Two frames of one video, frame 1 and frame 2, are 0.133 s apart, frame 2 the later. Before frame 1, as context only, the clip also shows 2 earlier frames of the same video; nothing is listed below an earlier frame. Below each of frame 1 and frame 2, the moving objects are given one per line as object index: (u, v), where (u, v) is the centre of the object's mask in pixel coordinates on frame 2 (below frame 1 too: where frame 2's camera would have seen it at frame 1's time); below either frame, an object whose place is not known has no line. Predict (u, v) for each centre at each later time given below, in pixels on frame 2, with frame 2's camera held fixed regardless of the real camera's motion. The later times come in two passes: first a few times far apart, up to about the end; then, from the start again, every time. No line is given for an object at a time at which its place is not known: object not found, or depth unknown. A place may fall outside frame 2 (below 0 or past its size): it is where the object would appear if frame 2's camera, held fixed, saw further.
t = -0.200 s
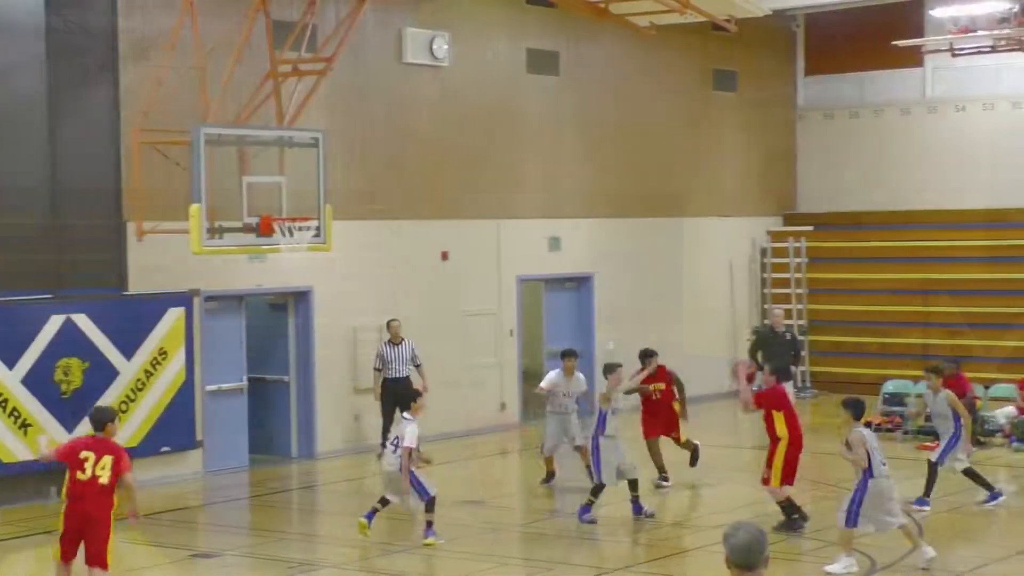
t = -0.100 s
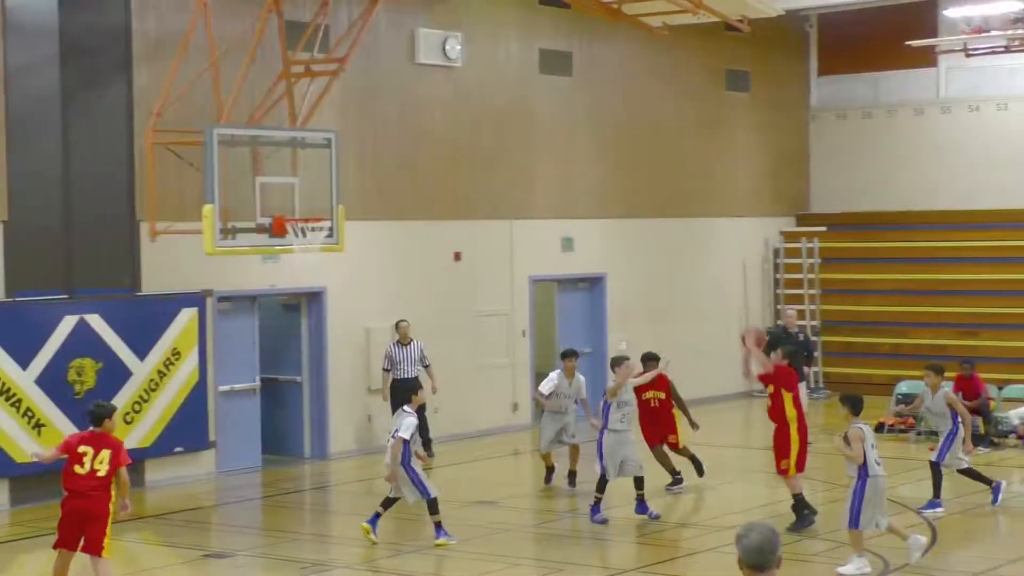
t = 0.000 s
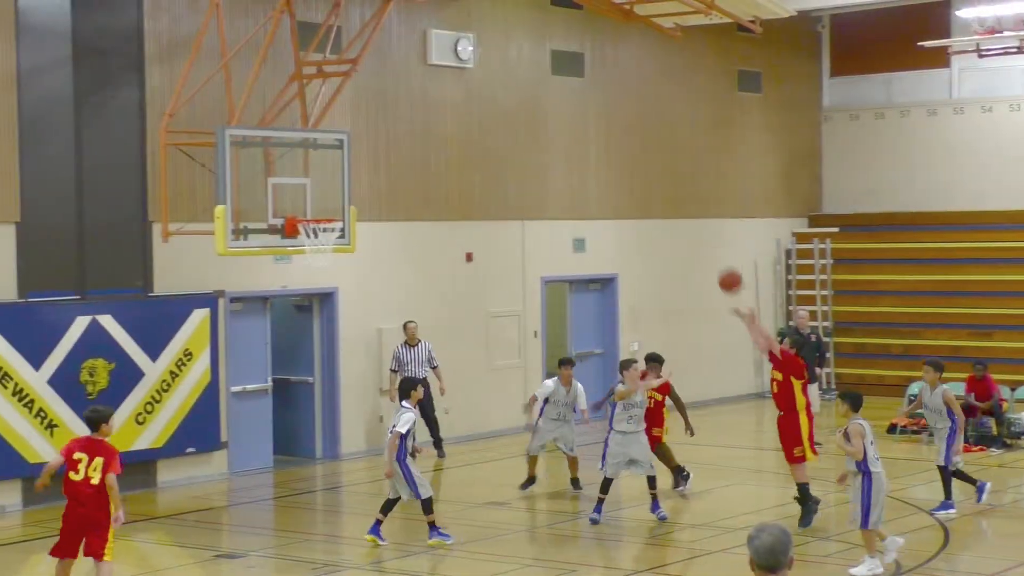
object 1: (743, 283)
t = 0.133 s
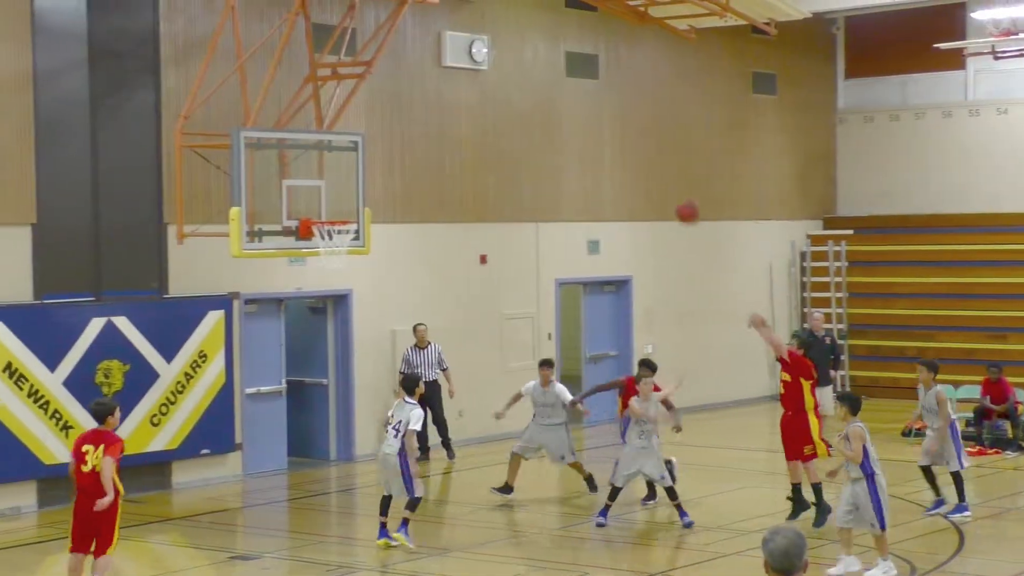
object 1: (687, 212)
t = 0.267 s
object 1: (631, 160)
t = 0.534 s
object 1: (521, 106)
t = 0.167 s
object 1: (673, 198)
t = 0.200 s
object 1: (659, 184)
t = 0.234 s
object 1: (645, 171)
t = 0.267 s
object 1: (631, 160)
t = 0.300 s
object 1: (618, 149)
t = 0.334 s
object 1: (604, 140)
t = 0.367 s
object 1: (590, 131)
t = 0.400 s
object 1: (577, 124)
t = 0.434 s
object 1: (563, 118)
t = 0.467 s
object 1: (549, 114)
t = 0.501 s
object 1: (535, 109)
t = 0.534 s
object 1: (521, 106)
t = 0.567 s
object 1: (507, 105)
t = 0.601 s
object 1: (496, 105)
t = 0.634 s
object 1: (483, 106)
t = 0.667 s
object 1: (469, 108)
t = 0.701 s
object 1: (459, 112)
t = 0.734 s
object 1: (445, 116)
